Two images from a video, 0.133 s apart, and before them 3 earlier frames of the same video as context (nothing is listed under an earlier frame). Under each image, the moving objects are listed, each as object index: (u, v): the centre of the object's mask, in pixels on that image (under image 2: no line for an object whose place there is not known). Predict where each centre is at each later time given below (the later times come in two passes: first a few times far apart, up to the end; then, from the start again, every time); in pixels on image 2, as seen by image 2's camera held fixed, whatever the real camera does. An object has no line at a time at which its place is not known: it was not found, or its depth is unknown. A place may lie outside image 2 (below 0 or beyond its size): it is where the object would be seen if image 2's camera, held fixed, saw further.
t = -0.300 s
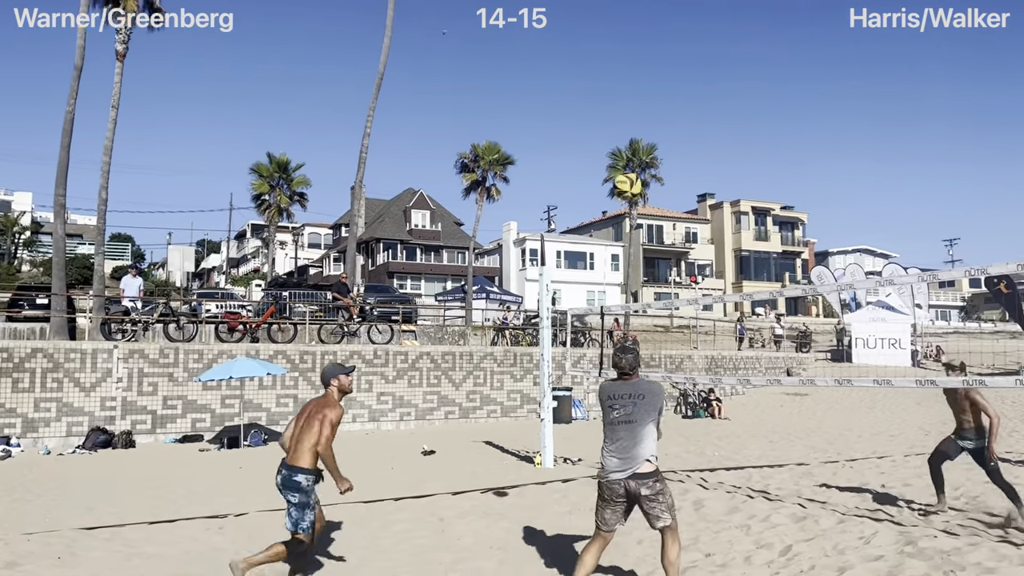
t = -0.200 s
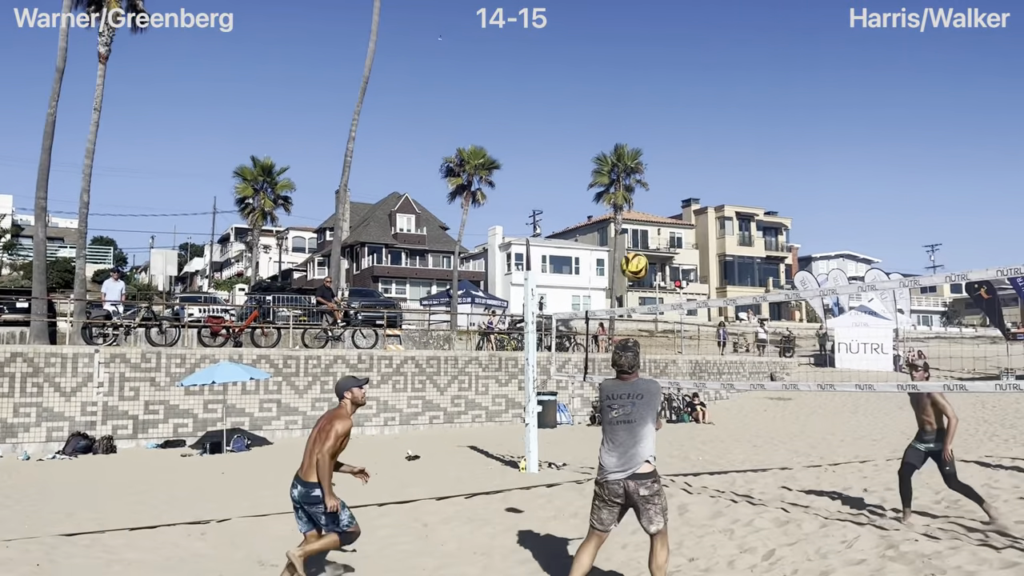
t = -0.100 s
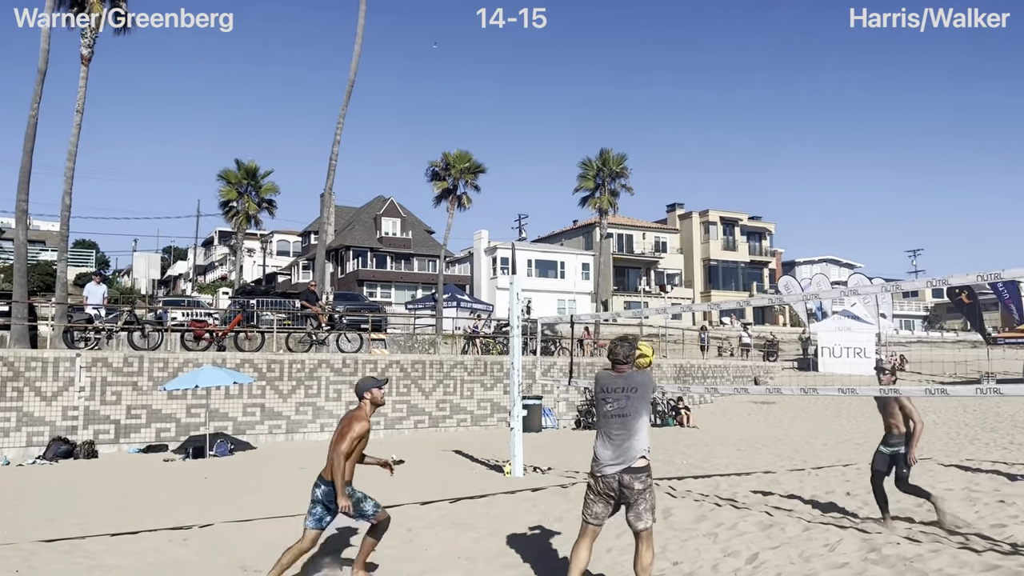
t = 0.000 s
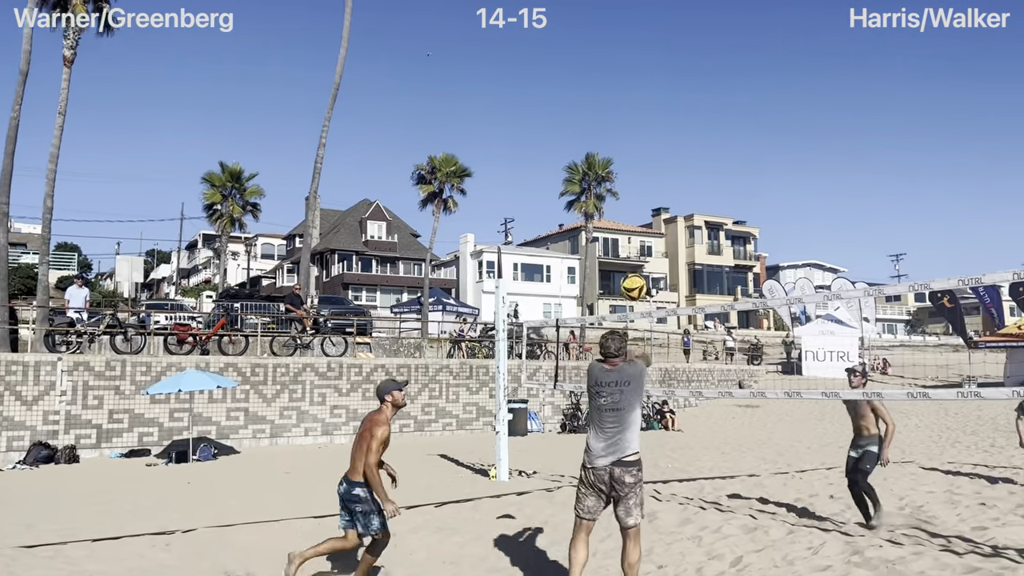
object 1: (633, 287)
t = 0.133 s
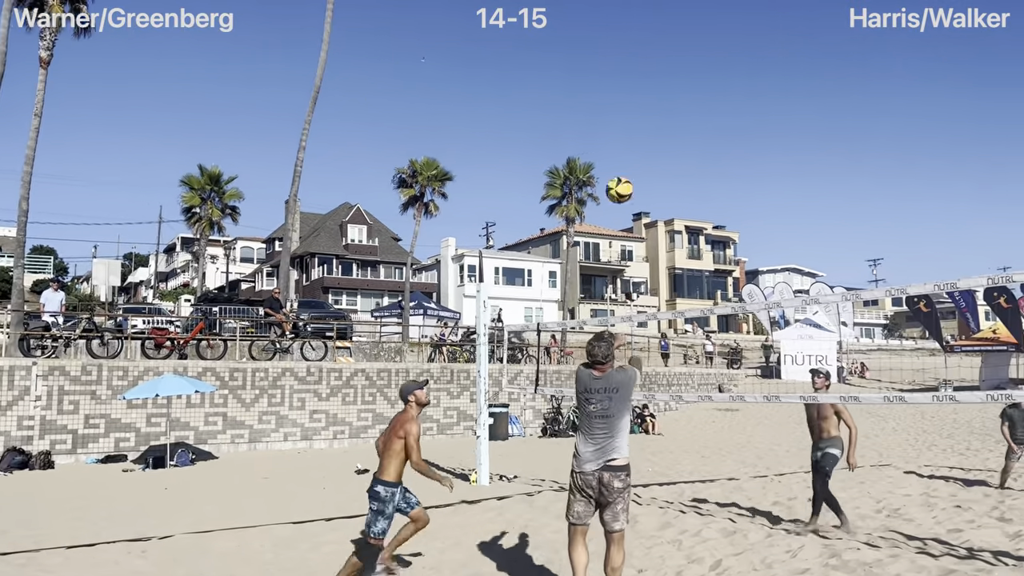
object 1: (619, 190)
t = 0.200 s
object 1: (622, 149)
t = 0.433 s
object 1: (633, 51)
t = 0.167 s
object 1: (620, 169)
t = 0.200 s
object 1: (622, 149)
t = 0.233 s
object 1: (623, 130)
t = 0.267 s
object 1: (625, 114)
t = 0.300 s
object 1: (627, 99)
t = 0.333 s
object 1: (628, 85)
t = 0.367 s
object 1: (630, 72)
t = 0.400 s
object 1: (631, 61)
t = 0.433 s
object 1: (633, 51)
